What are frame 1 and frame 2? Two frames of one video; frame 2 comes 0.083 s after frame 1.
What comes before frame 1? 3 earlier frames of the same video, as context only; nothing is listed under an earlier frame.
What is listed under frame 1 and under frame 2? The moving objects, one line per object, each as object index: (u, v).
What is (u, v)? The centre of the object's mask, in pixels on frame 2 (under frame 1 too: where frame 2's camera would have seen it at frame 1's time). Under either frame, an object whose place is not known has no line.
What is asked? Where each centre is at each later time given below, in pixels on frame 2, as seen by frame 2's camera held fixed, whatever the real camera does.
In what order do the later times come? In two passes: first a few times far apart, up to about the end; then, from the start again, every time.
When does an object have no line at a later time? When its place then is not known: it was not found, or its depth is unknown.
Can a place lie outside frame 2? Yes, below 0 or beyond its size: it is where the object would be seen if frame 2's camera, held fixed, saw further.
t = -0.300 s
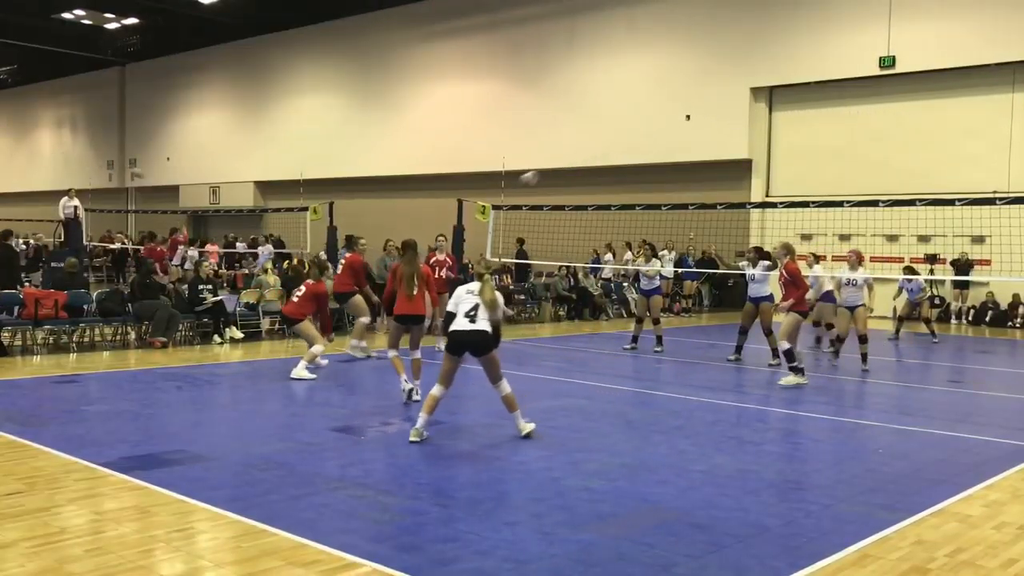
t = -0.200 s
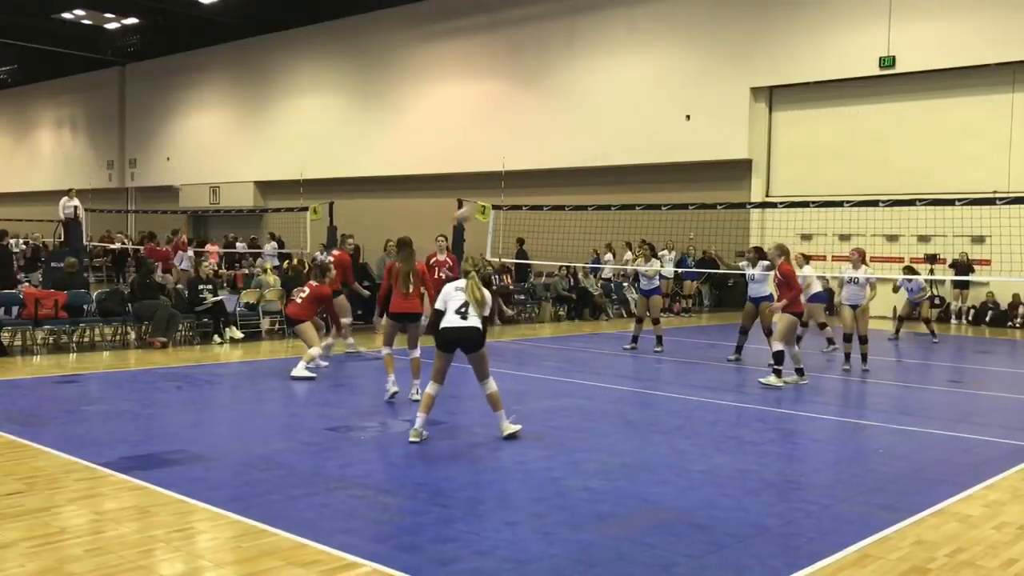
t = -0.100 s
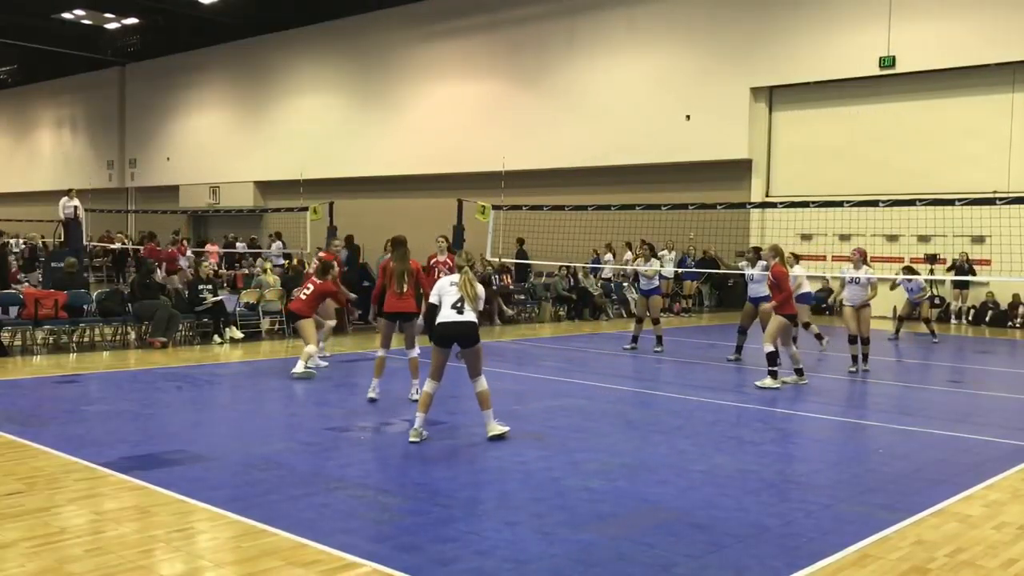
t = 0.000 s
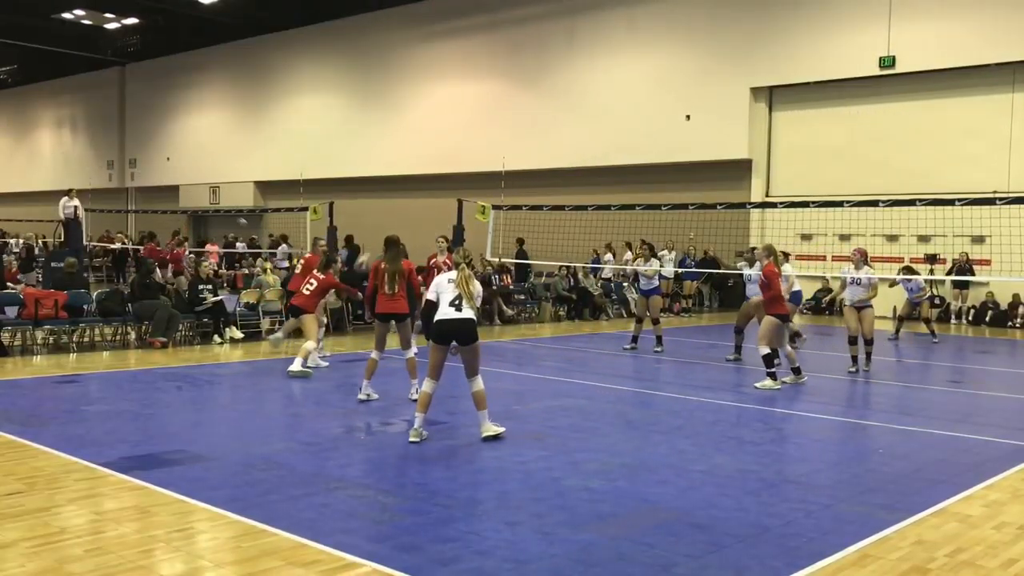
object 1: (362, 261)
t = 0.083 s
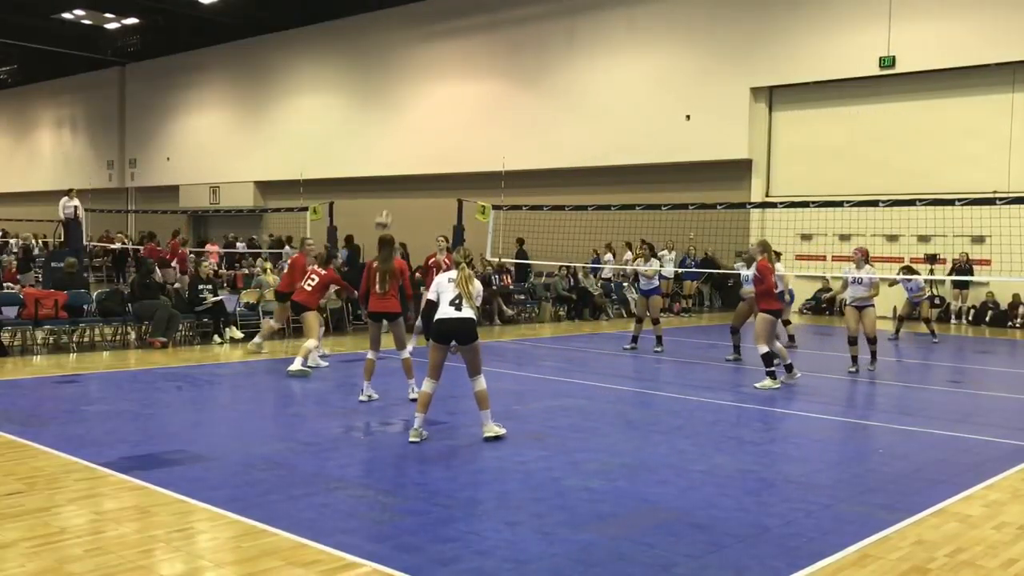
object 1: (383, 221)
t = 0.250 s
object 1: (423, 153)
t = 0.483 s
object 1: (476, 91)
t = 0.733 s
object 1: (533, 72)
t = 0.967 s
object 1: (584, 100)
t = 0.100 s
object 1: (387, 213)
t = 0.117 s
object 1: (391, 205)
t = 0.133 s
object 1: (395, 197)
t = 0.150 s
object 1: (400, 189)
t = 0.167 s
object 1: (403, 182)
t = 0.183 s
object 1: (408, 178)
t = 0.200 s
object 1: (411, 171)
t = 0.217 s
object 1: (415, 165)
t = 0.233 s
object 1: (419, 158)
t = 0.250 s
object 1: (423, 153)
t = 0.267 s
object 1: (426, 147)
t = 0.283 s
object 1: (431, 141)
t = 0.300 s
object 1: (434, 136)
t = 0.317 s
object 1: (438, 131)
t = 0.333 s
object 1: (442, 126)
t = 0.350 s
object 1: (445, 121)
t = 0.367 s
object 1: (449, 117)
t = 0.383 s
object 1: (453, 113)
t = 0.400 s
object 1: (457, 108)
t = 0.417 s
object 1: (461, 105)
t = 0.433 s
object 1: (465, 100)
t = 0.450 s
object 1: (469, 97)
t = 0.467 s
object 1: (473, 94)
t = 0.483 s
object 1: (476, 91)
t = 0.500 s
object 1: (480, 88)
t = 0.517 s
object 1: (483, 86)
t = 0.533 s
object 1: (487, 83)
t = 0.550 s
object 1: (491, 81)
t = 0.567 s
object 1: (495, 79)
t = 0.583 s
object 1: (499, 77)
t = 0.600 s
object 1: (503, 76)
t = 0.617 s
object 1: (506, 75)
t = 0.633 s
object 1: (510, 74)
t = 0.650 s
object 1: (514, 73)
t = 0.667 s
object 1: (517, 72)
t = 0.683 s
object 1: (521, 72)
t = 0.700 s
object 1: (525, 72)
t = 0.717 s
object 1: (528, 72)
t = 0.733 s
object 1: (533, 72)
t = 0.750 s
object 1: (536, 73)
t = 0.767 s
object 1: (540, 73)
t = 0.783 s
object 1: (544, 74)
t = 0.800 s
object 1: (547, 76)
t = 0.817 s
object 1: (551, 77)
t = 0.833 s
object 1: (555, 79)
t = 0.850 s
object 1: (558, 80)
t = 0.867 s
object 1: (562, 82)
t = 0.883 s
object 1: (566, 86)
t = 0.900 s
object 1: (569, 88)
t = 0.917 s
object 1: (573, 91)
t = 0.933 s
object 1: (576, 93)
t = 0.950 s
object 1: (580, 97)
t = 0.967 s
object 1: (584, 100)
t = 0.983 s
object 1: (587, 104)
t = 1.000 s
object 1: (591, 109)
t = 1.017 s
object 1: (594, 113)
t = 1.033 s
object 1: (598, 117)
